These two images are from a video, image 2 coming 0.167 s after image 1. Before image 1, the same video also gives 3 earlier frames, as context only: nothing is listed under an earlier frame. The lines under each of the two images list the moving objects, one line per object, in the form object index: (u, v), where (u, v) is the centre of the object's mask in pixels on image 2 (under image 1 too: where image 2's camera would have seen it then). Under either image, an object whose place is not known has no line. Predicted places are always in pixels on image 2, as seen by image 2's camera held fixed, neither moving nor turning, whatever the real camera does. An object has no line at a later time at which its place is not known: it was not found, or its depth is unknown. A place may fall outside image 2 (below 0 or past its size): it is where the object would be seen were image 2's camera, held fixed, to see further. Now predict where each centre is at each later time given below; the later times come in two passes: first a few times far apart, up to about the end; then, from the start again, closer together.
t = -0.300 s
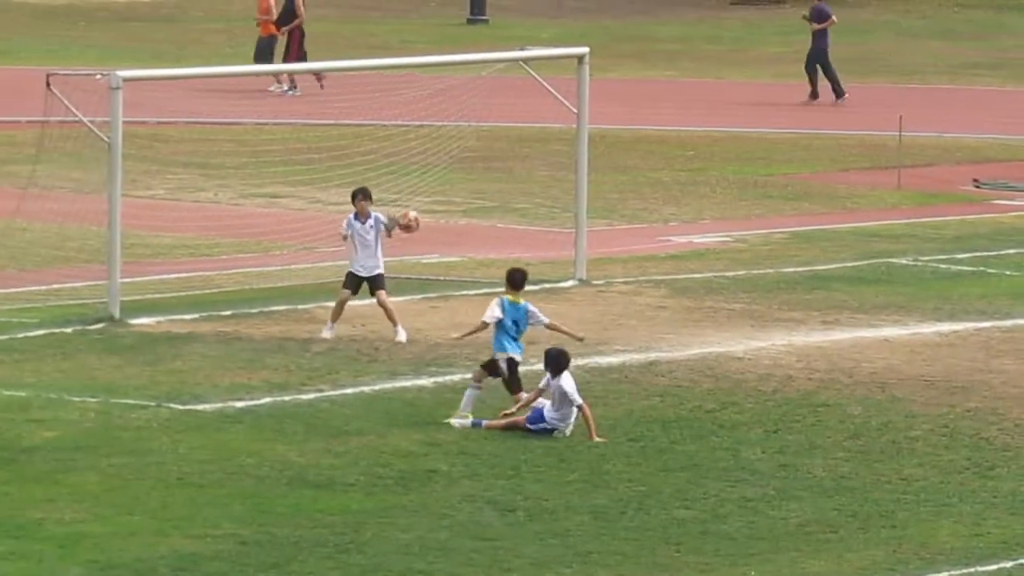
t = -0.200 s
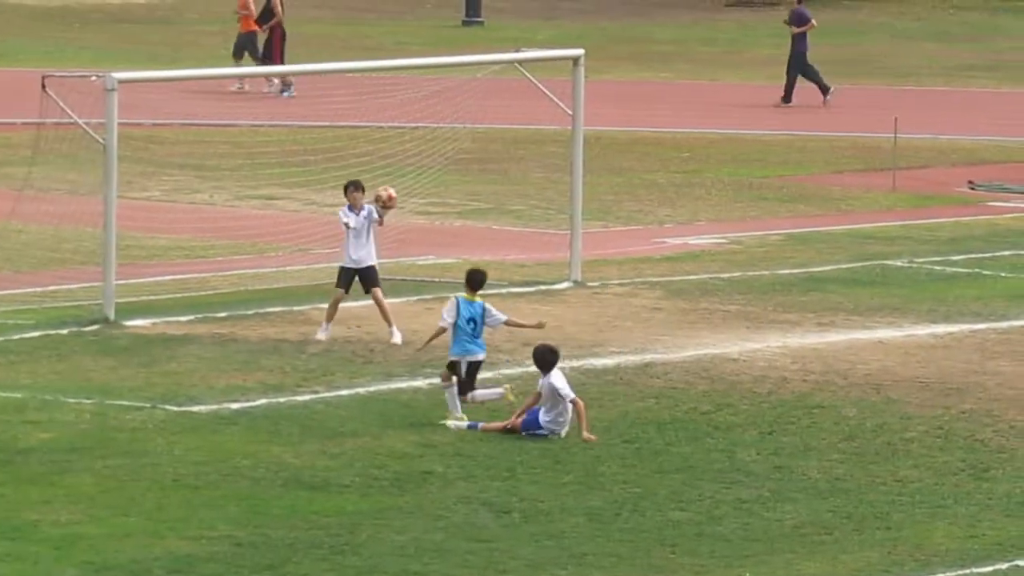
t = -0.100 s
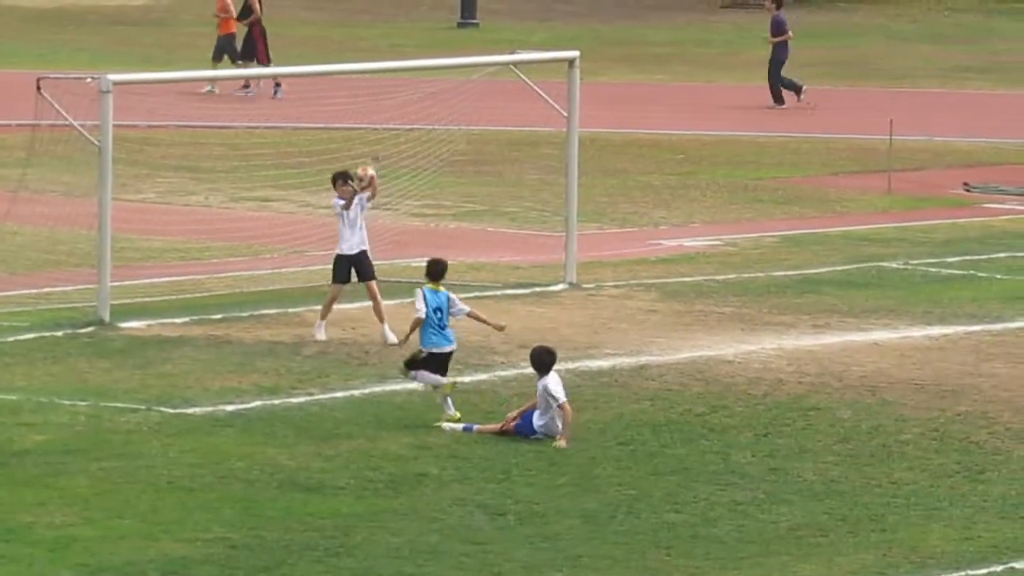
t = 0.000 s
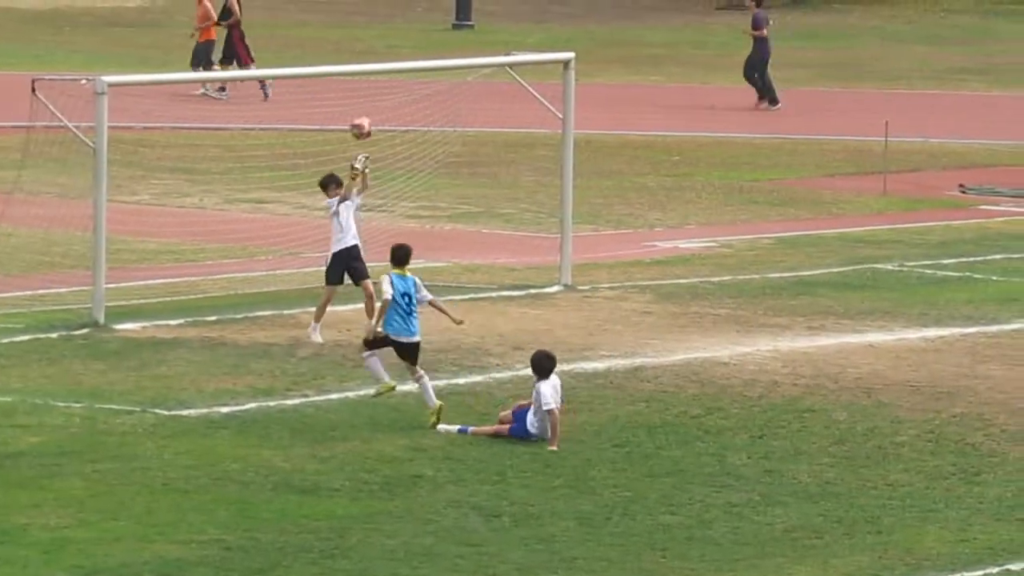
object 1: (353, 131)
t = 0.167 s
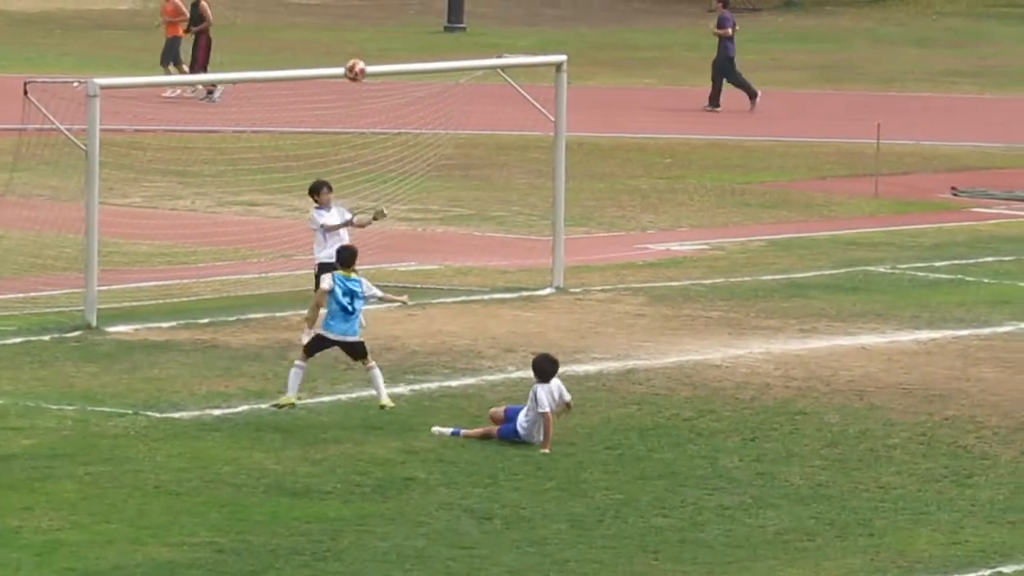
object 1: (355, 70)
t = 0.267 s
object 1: (356, 48)
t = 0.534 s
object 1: (355, 39)
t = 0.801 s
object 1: (351, 103)
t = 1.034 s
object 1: (346, 219)
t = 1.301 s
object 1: (349, 295)
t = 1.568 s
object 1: (365, 198)
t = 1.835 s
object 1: (380, 176)
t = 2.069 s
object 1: (390, 216)
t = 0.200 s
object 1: (356, 61)
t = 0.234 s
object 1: (355, 54)
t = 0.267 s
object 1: (356, 48)
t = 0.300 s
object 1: (356, 44)
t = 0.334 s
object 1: (356, 39)
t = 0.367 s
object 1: (356, 36)
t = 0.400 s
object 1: (356, 34)
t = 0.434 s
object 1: (355, 34)
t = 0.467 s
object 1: (355, 34)
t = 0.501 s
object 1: (355, 36)
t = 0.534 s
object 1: (355, 39)
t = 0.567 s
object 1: (354, 42)
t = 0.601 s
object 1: (354, 48)
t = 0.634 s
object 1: (354, 54)
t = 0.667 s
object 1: (354, 62)
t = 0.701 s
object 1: (353, 70)
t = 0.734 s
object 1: (353, 81)
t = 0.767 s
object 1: (352, 91)
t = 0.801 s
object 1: (351, 103)
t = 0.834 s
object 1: (351, 117)
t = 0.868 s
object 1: (350, 130)
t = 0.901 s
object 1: (349, 145)
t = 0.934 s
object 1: (348, 163)
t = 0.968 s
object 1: (348, 180)
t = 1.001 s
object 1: (347, 199)
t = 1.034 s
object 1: (346, 219)
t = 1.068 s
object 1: (346, 239)
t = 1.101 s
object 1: (345, 262)
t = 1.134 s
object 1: (344, 284)
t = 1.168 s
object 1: (343, 308)
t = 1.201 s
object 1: (341, 334)
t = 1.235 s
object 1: (344, 330)
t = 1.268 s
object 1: (346, 312)
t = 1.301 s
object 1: (349, 295)
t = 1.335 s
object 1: (350, 279)
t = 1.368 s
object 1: (352, 264)
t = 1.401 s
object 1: (355, 250)
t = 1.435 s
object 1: (356, 238)
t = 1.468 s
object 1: (358, 226)
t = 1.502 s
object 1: (360, 216)
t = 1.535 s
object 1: (363, 206)
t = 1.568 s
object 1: (365, 198)
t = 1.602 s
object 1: (367, 192)
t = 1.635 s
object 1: (369, 186)
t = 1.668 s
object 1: (371, 181)
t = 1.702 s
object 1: (373, 177)
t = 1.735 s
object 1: (374, 175)
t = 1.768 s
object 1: (377, 174)
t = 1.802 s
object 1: (378, 174)
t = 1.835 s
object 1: (380, 176)
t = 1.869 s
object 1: (381, 178)
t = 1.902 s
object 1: (384, 181)
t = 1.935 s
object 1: (385, 185)
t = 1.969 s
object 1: (386, 191)
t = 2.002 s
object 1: (388, 199)
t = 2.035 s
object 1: (389, 206)
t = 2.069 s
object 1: (390, 216)
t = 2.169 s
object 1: (395, 250)
